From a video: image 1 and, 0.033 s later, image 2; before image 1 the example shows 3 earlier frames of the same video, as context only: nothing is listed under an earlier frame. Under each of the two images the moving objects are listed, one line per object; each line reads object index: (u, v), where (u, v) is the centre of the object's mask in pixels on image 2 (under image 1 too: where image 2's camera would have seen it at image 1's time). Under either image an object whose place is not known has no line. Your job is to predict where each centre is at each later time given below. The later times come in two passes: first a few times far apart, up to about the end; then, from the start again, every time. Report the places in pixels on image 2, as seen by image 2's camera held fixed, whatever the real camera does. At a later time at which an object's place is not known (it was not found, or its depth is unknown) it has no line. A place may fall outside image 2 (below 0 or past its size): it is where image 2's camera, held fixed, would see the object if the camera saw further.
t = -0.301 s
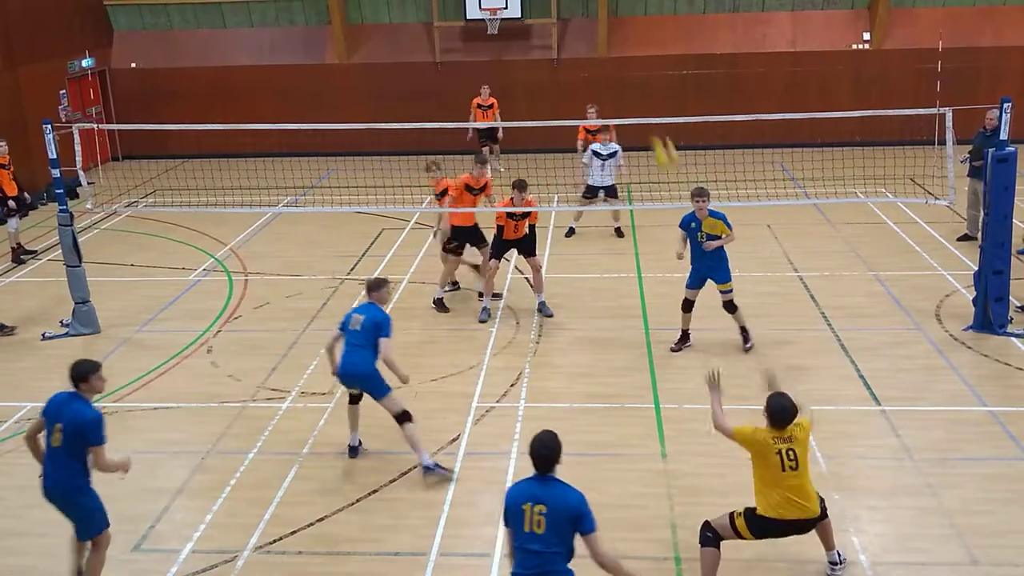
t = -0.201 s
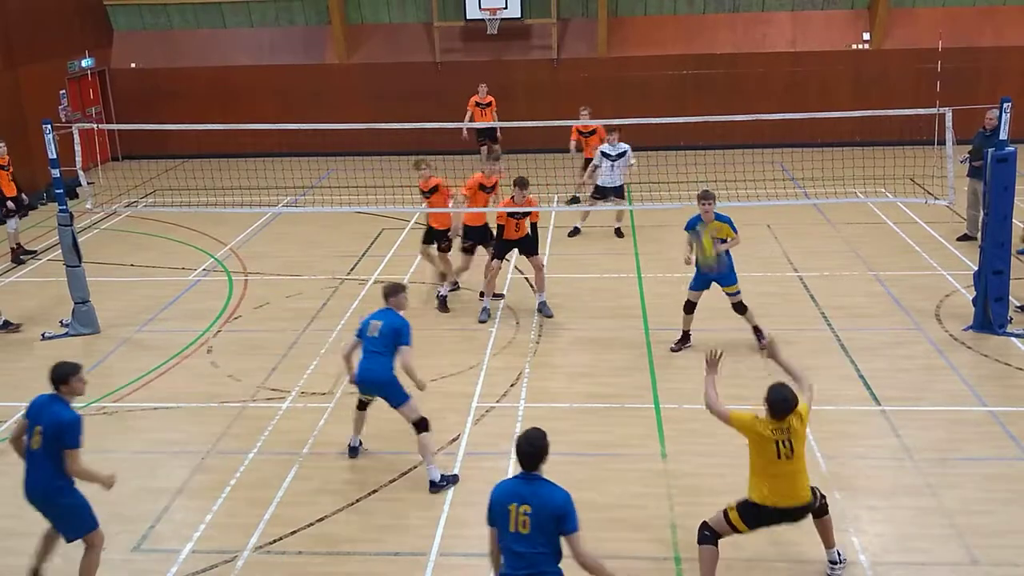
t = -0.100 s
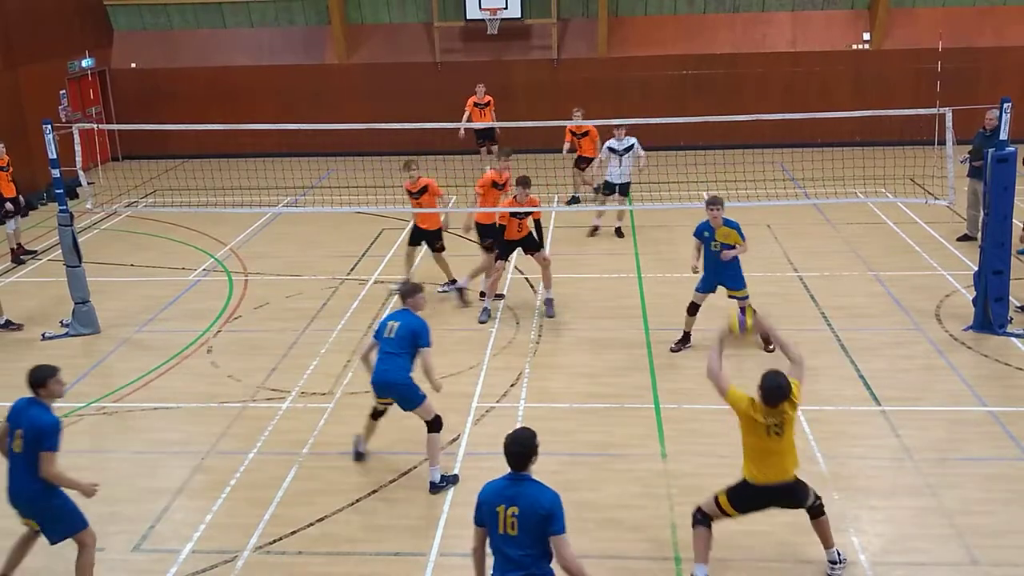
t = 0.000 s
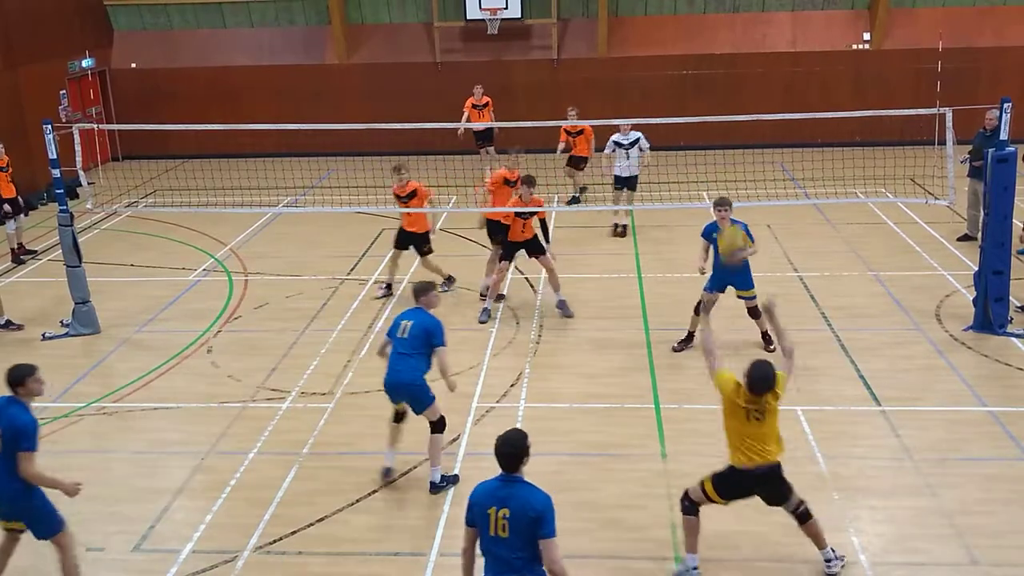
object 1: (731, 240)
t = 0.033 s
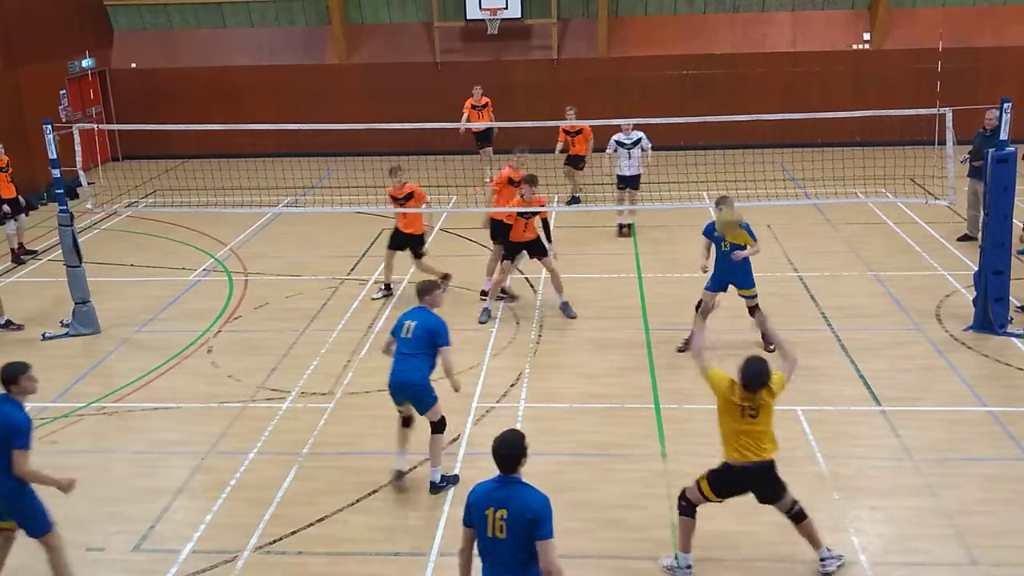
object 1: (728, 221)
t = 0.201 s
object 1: (714, 136)
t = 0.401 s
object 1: (697, 92)
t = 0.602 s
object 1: (684, 100)
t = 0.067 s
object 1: (725, 201)
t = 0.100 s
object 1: (722, 178)
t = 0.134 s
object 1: (720, 160)
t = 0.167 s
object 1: (717, 144)
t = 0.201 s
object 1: (714, 136)
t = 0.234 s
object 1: (711, 124)
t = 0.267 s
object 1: (708, 114)
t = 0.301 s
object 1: (705, 105)
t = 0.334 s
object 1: (702, 100)
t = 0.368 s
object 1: (699, 96)
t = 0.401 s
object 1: (697, 92)
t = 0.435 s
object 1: (694, 90)
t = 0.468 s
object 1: (692, 91)
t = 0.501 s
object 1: (690, 91)
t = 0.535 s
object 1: (688, 94)
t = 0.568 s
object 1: (686, 96)
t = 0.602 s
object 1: (684, 100)
